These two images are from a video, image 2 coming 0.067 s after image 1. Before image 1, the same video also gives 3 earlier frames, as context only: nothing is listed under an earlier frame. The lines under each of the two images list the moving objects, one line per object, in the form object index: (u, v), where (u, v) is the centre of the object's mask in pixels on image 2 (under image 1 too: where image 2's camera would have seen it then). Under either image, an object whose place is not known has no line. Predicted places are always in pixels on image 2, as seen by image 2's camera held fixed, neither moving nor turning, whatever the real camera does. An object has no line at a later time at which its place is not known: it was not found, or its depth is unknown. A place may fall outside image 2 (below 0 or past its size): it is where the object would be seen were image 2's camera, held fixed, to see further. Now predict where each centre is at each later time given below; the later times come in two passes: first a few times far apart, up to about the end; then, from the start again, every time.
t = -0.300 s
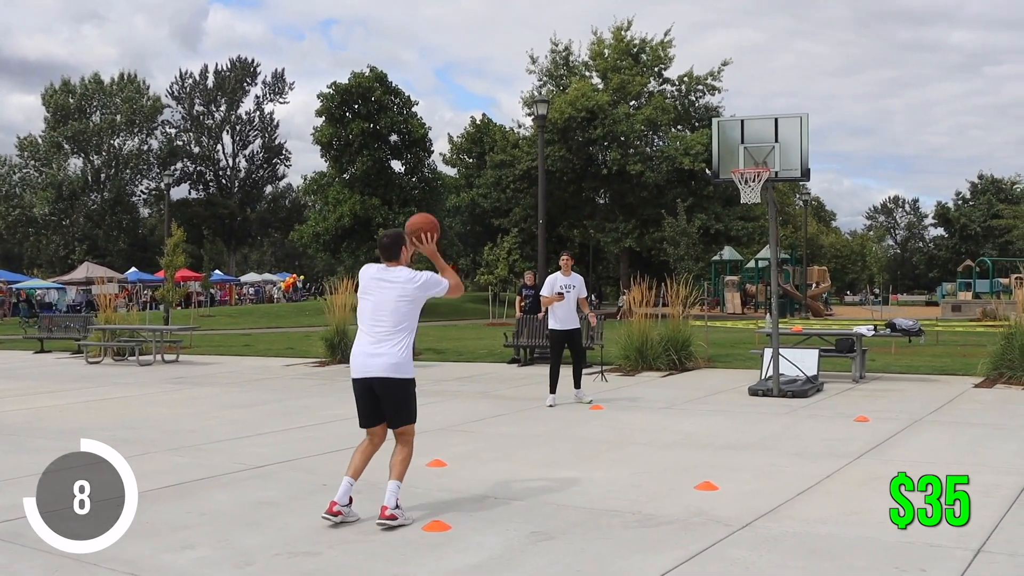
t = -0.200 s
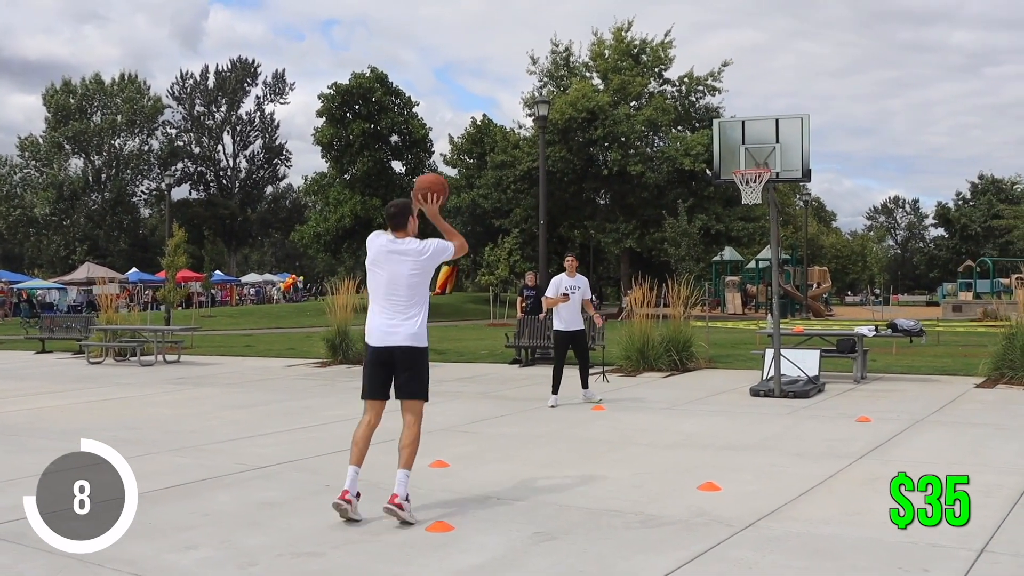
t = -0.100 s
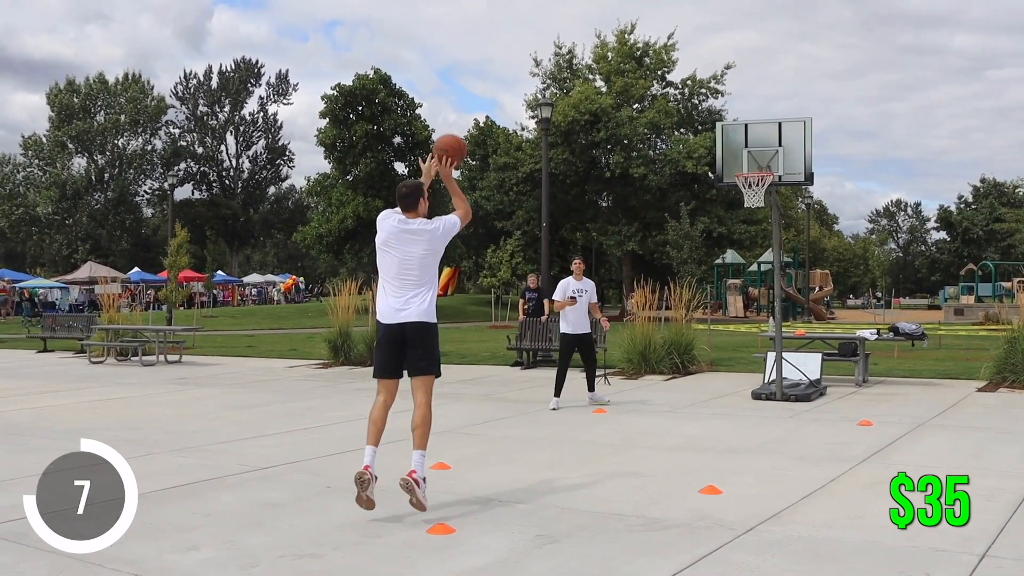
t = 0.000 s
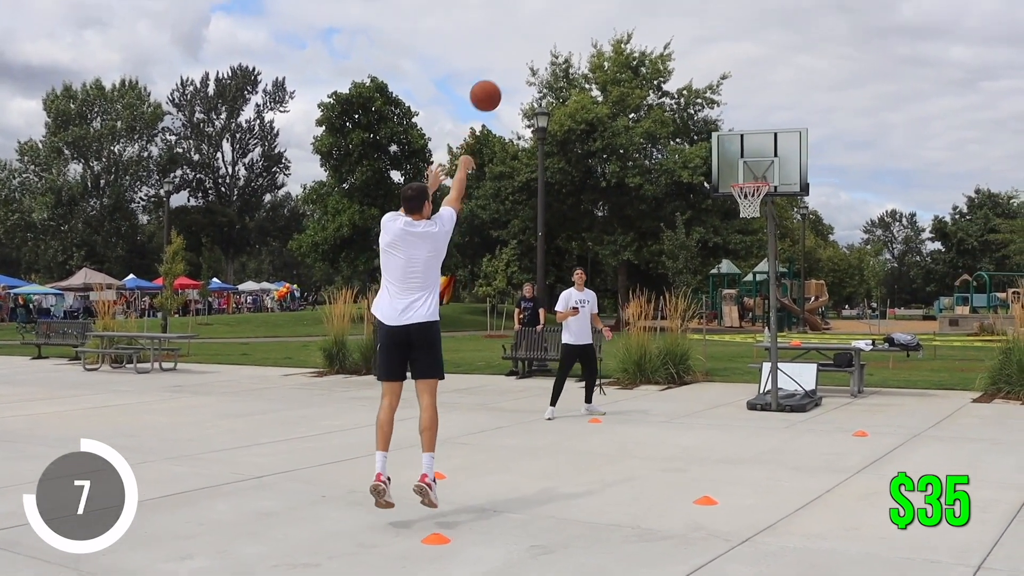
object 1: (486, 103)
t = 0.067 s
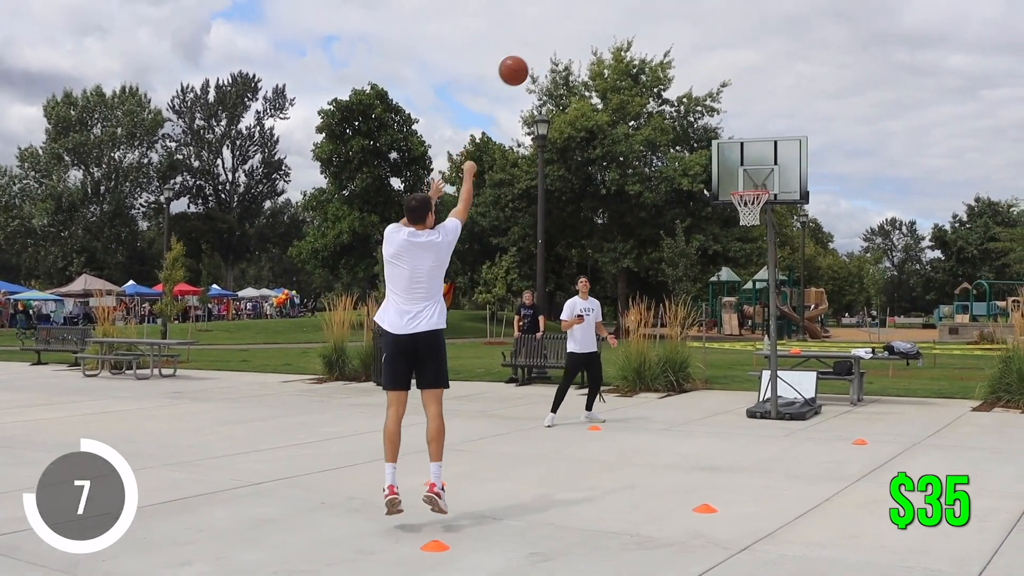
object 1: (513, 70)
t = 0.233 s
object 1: (573, 20)
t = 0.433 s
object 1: (629, 7)
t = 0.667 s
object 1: (682, 37)
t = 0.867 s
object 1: (718, 95)
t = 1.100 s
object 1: (755, 184)
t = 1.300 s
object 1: (752, 117)
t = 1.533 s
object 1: (748, 76)
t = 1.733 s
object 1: (745, 73)
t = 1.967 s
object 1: (741, 109)
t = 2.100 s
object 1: (738, 148)
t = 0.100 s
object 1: (526, 57)
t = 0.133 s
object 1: (539, 45)
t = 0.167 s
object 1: (551, 35)
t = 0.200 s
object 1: (562, 27)
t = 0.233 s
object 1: (573, 20)
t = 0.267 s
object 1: (583, 14)
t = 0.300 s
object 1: (594, 11)
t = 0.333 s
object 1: (603, 8)
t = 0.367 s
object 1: (612, 6)
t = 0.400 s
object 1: (621, 6)
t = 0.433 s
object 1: (629, 7)
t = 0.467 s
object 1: (638, 8)
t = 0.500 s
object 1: (646, 11)
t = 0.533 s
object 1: (653, 14)
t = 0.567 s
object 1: (661, 19)
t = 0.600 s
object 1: (668, 24)
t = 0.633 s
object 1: (675, 30)
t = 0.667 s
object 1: (682, 37)
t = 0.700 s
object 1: (688, 45)
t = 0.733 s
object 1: (695, 54)
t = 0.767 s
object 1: (701, 63)
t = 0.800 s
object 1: (707, 73)
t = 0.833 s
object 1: (713, 84)
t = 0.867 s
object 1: (718, 95)
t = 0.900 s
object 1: (724, 106)
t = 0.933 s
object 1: (730, 118)
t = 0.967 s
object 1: (735, 131)
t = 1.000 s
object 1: (740, 145)
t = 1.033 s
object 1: (745, 159)
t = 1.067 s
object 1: (750, 173)
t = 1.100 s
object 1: (755, 184)
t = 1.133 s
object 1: (754, 173)
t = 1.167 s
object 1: (754, 160)
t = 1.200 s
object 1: (753, 148)
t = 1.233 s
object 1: (753, 137)
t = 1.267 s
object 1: (752, 126)
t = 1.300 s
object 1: (752, 117)
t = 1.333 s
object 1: (751, 109)
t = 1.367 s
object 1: (751, 101)
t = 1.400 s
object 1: (750, 94)
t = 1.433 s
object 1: (750, 88)
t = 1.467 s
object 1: (749, 84)
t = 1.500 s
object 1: (749, 79)
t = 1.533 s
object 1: (748, 76)
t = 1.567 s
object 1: (748, 74)
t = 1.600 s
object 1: (747, 72)
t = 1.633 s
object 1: (747, 71)
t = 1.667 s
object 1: (746, 71)
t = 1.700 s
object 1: (746, 72)
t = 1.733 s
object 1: (745, 73)
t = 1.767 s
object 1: (744, 76)
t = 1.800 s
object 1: (744, 79)
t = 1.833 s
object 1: (743, 83)
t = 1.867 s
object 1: (742, 88)
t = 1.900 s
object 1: (742, 94)
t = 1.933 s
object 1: (741, 101)
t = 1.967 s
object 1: (741, 109)
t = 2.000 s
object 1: (740, 117)
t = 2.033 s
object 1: (739, 127)
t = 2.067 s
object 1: (738, 137)
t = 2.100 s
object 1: (738, 148)
